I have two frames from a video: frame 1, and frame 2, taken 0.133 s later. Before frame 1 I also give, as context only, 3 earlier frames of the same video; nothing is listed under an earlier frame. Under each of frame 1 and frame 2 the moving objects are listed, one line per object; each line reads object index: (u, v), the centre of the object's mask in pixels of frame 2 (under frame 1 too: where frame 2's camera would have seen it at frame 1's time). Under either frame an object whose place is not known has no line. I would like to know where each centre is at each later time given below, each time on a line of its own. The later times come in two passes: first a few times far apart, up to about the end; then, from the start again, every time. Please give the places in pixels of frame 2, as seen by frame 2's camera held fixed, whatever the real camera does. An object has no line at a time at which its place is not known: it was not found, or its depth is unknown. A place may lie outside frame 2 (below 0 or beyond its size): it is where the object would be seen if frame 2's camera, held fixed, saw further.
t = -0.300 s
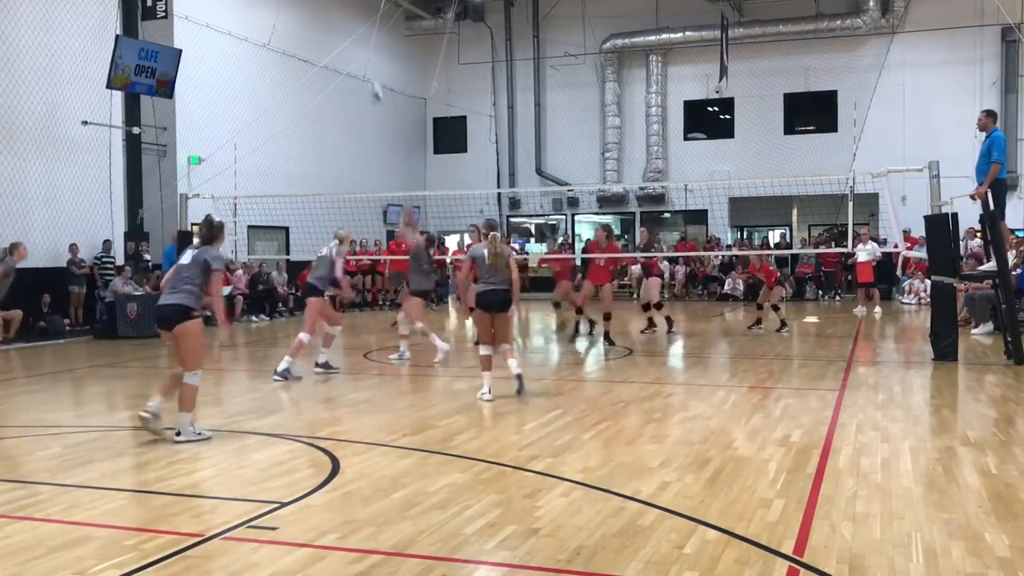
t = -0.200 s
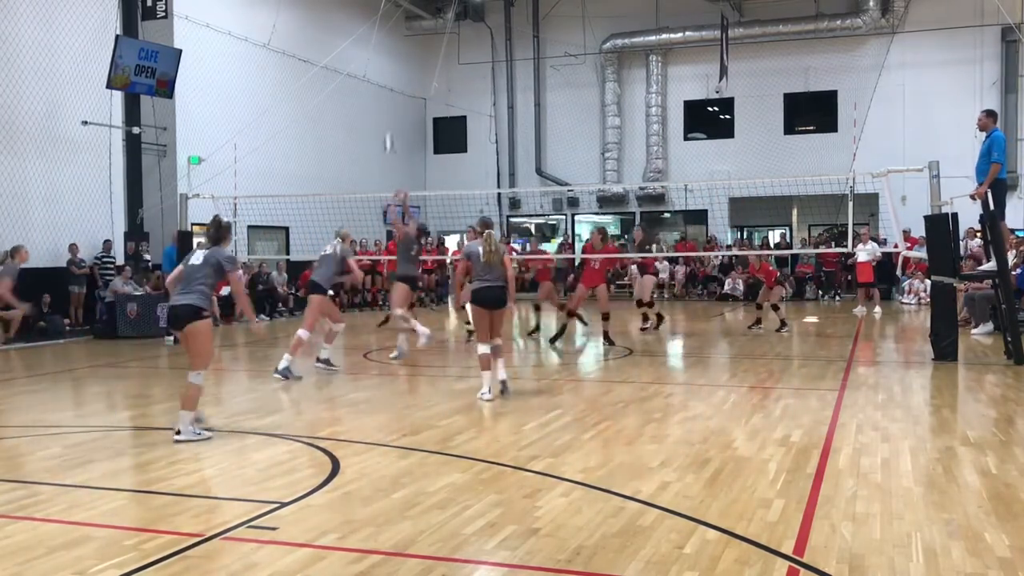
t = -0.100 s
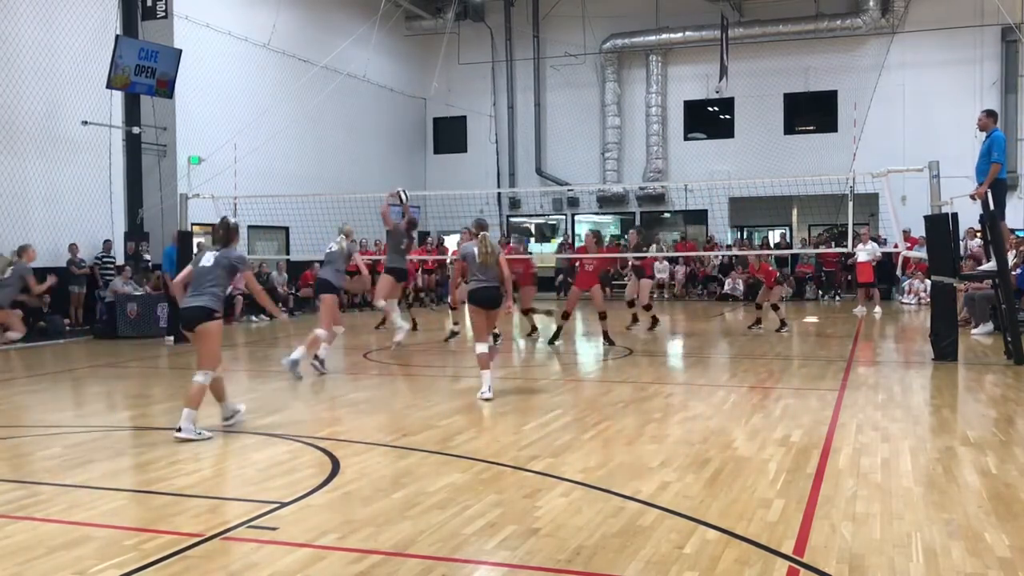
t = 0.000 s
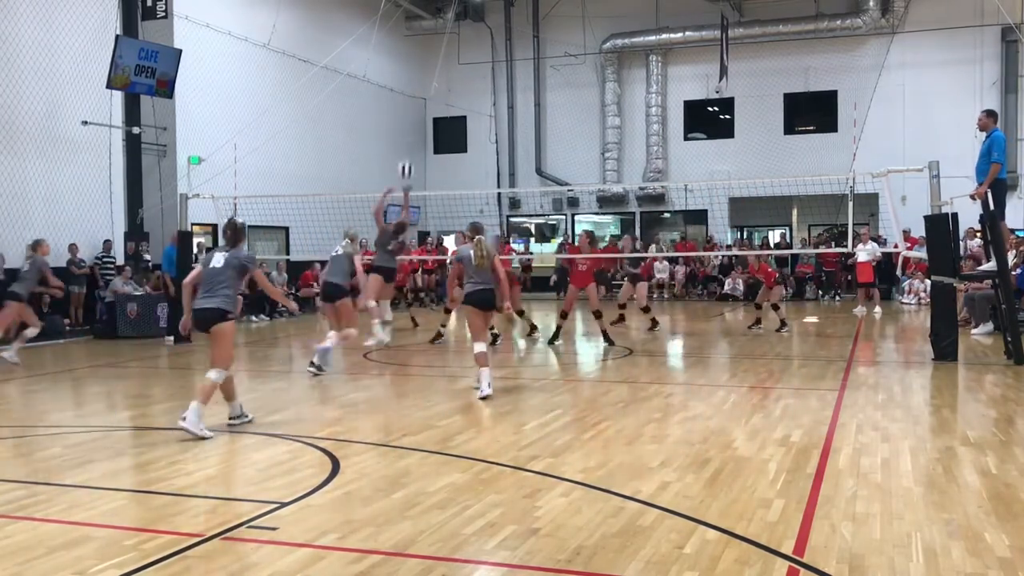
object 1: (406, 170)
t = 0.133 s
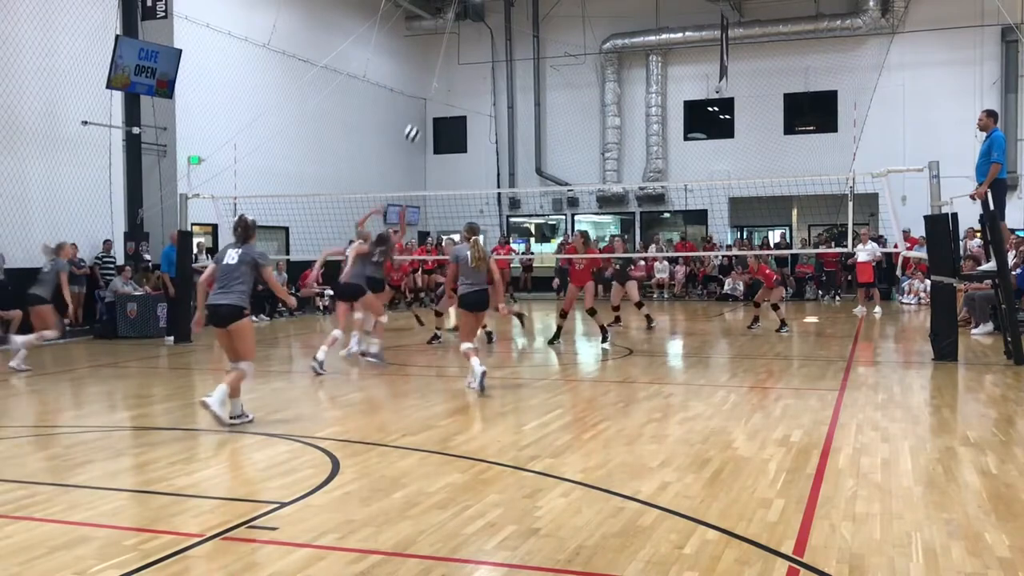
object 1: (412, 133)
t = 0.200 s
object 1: (414, 120)
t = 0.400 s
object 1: (426, 101)
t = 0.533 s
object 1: (434, 104)
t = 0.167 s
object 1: (413, 126)
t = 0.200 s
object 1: (414, 120)
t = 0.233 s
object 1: (416, 114)
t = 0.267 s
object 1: (418, 109)
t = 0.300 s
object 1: (420, 106)
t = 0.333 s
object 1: (422, 104)
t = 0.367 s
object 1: (424, 101)
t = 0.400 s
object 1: (426, 101)
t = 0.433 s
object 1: (428, 101)
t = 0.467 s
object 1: (429, 101)
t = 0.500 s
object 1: (431, 103)
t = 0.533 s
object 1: (434, 104)
